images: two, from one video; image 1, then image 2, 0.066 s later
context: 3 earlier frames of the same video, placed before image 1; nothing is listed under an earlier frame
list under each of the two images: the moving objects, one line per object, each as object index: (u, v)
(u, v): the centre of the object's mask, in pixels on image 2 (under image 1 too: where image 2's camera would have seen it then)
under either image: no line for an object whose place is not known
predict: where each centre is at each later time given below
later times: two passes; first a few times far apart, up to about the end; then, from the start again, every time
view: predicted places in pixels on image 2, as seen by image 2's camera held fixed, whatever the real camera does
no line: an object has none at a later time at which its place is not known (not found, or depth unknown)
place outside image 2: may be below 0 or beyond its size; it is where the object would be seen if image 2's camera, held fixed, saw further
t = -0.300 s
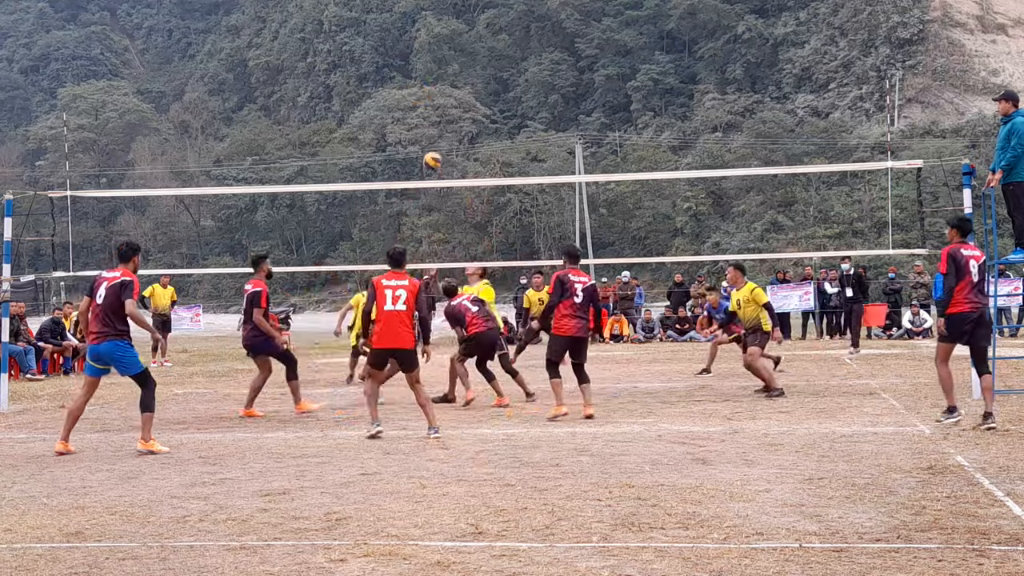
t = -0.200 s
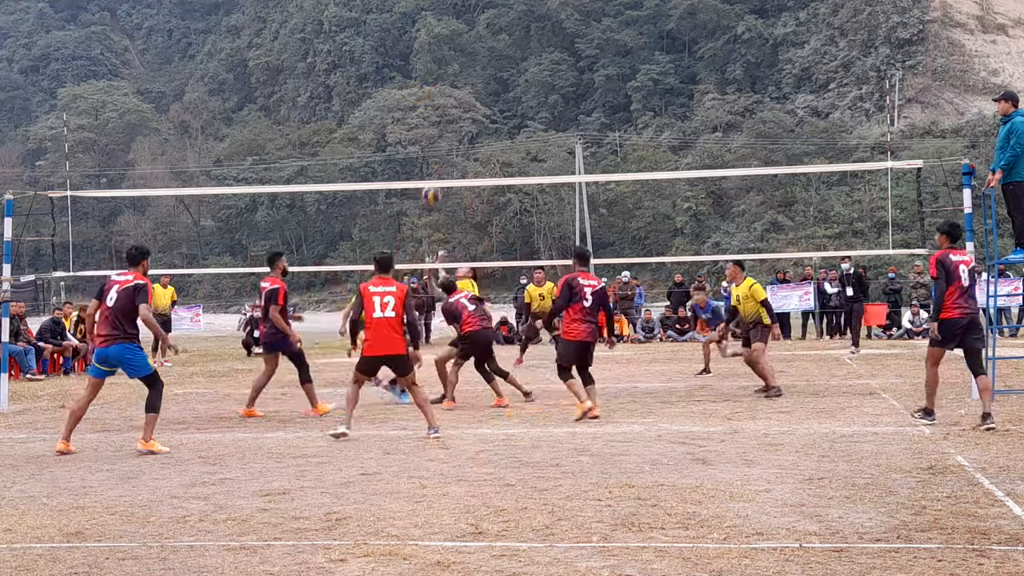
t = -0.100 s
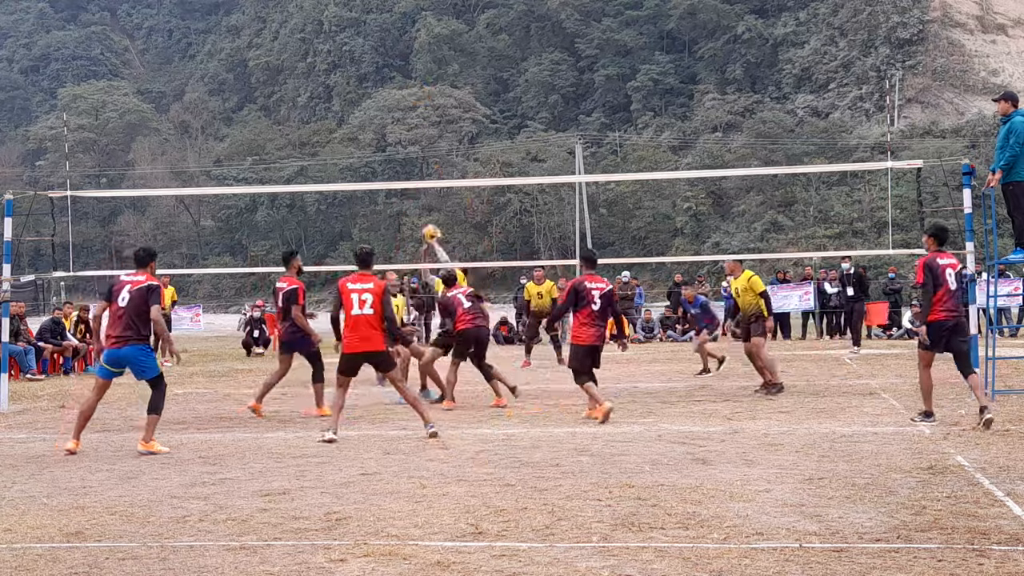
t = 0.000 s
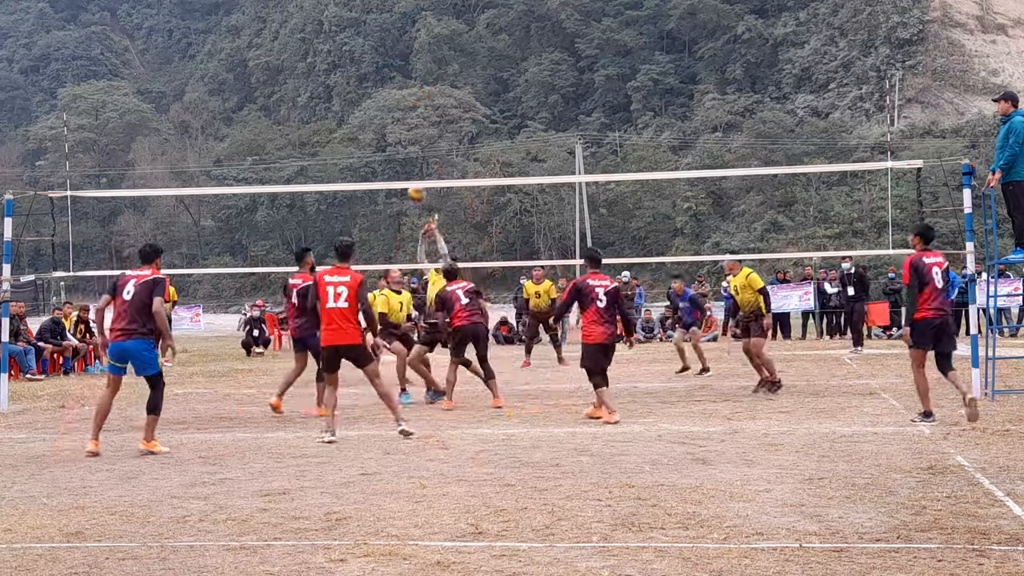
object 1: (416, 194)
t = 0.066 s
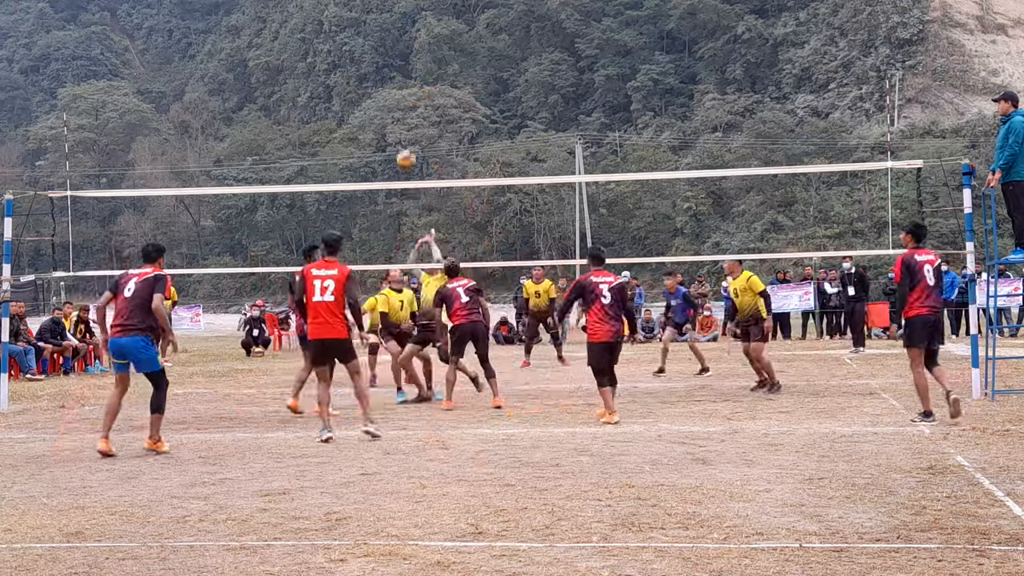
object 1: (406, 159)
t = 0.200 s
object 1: (385, 107)
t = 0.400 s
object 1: (357, 59)
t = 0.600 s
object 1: (331, 44)
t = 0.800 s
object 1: (306, 64)
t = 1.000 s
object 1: (285, 116)
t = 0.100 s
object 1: (400, 144)
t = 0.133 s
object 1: (394, 131)
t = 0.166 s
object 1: (390, 118)
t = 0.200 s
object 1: (385, 107)
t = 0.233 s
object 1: (380, 96)
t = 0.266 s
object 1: (375, 87)
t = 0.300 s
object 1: (371, 78)
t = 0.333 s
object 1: (366, 72)
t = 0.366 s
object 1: (362, 65)
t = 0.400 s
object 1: (357, 59)
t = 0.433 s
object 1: (352, 54)
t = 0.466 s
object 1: (348, 50)
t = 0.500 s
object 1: (344, 48)
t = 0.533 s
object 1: (340, 44)
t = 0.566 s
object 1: (336, 44)
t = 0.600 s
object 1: (331, 44)
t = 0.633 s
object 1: (327, 46)
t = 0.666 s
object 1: (323, 48)
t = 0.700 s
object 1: (319, 50)
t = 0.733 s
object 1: (315, 54)
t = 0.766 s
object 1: (311, 58)
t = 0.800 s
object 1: (306, 64)
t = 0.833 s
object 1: (303, 70)
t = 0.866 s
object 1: (299, 78)
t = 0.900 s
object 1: (295, 87)
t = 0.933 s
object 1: (292, 95)
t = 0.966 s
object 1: (288, 104)
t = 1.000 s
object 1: (285, 116)
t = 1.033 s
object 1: (281, 128)
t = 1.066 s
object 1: (278, 141)
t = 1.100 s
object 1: (274, 153)
